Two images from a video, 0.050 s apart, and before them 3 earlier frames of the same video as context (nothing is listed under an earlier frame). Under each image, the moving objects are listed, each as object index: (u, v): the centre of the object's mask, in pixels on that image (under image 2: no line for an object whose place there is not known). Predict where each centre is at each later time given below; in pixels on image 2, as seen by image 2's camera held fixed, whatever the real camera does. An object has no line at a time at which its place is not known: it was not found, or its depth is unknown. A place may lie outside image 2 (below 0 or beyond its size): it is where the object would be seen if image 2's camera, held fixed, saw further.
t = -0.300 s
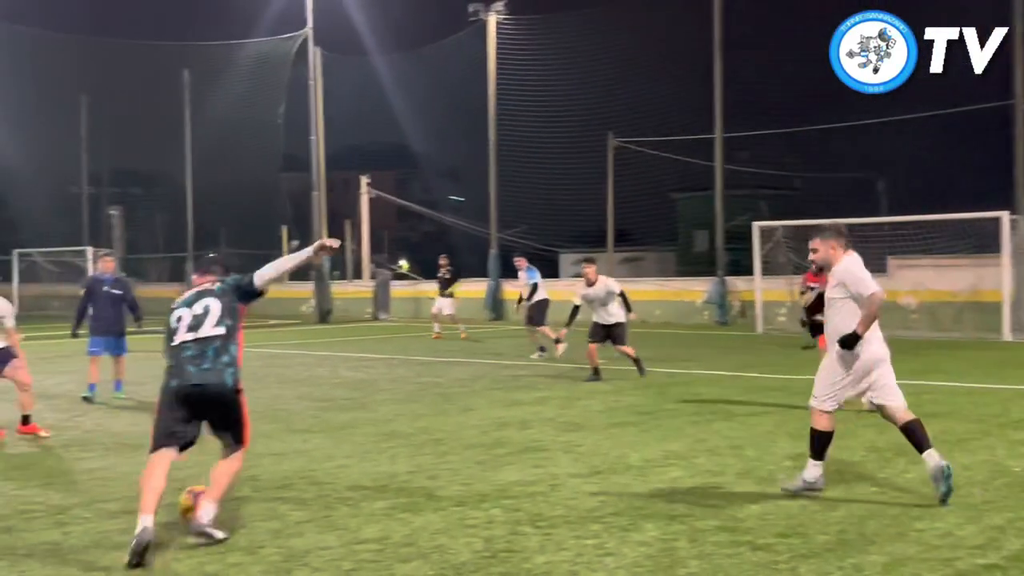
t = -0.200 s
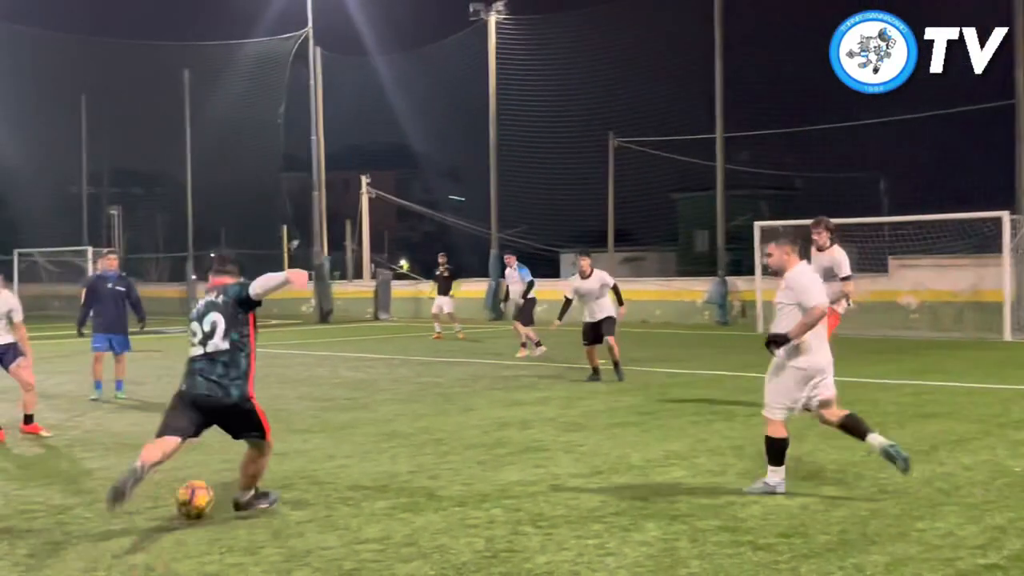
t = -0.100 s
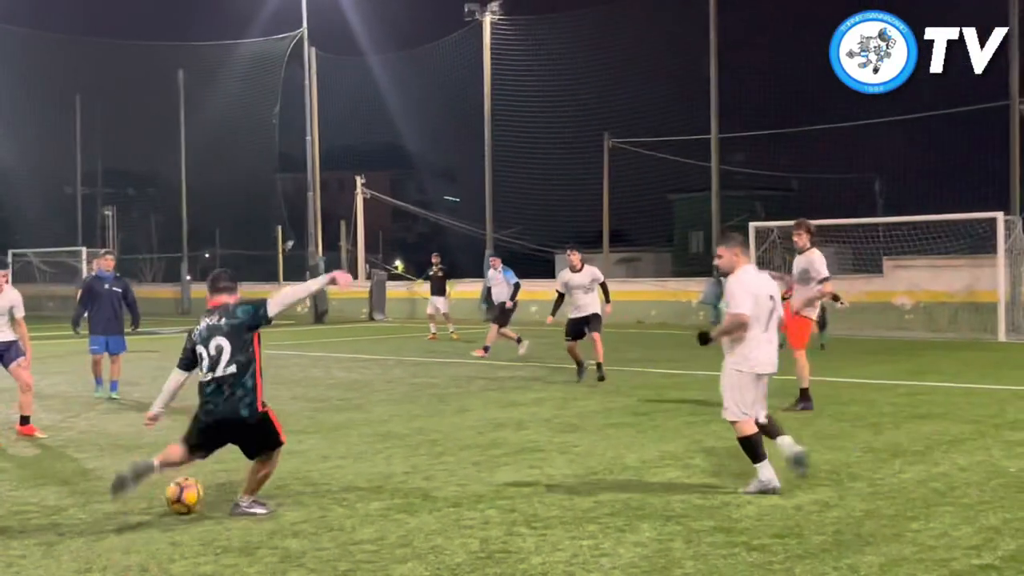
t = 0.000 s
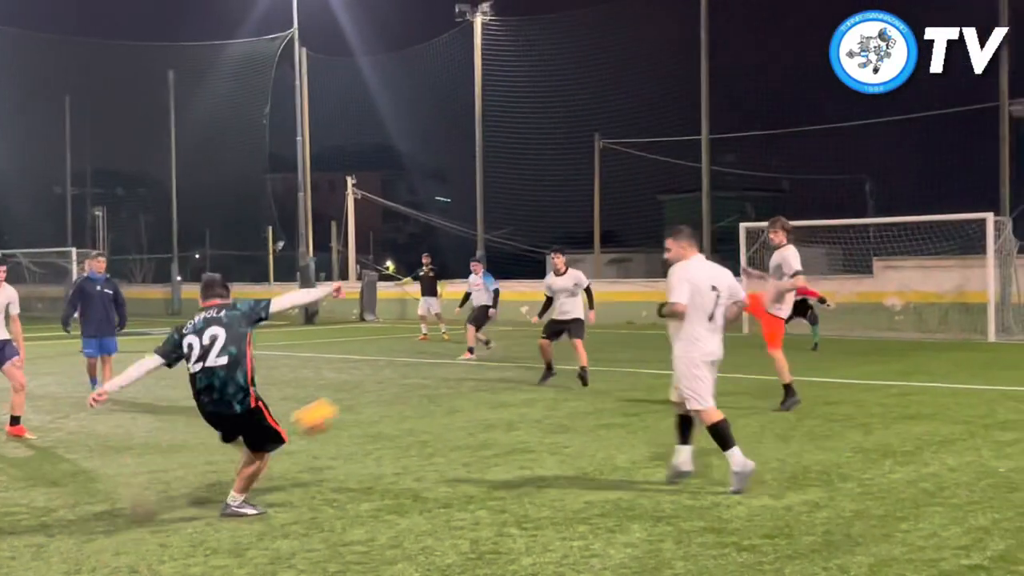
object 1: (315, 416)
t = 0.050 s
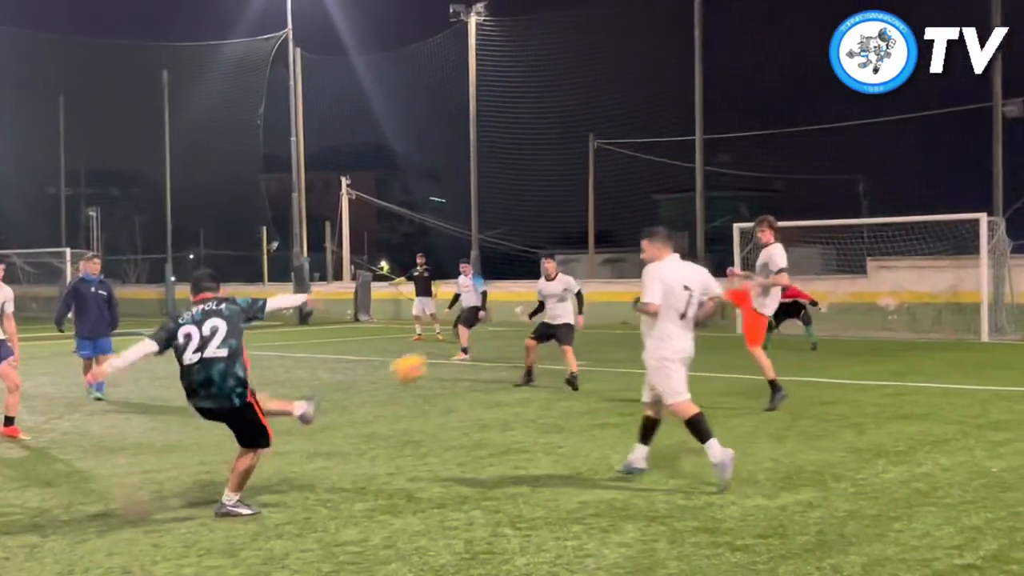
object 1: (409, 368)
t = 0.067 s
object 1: (437, 354)
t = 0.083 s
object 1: (464, 343)
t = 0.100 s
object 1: (487, 331)
